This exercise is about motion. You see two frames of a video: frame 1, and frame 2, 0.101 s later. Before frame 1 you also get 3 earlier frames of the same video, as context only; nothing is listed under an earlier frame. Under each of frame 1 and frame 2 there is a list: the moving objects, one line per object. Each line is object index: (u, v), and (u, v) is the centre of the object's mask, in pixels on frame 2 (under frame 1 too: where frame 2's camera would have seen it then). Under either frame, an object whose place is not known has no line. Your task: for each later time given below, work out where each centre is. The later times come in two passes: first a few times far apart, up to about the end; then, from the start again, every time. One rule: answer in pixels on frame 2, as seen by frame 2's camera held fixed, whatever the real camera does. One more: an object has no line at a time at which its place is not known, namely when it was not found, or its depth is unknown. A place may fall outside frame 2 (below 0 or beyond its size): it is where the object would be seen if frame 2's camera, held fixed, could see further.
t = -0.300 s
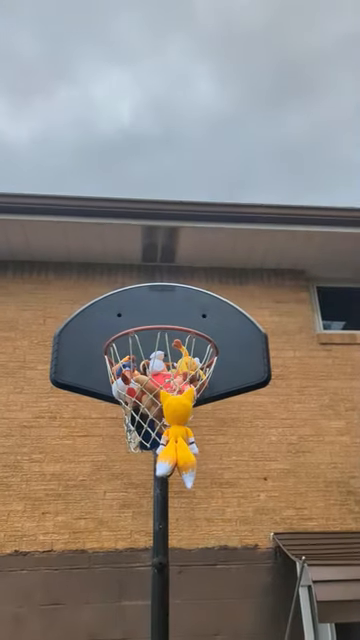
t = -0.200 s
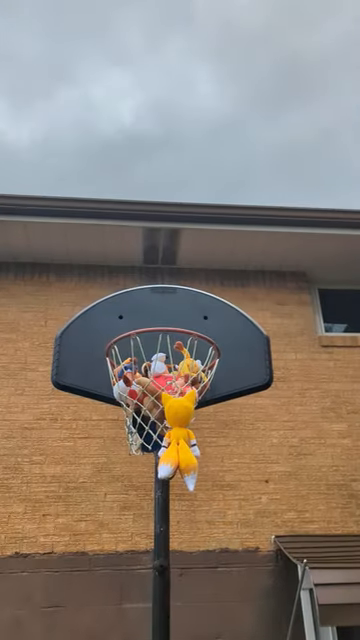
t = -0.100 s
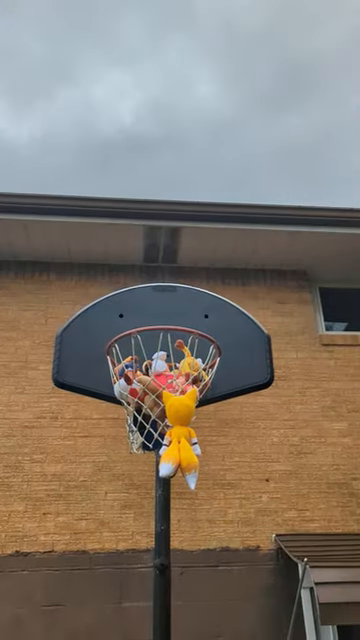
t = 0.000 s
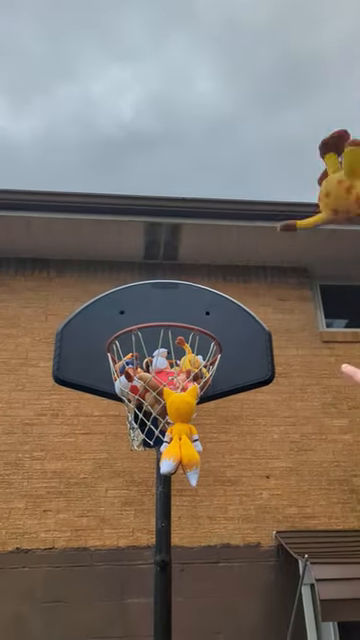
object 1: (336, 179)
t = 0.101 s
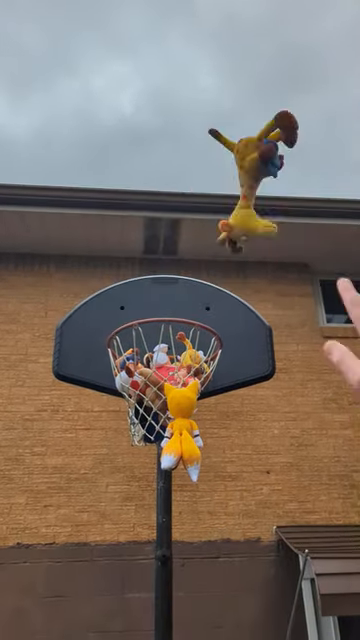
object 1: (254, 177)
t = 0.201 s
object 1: (199, 191)
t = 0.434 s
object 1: (143, 289)
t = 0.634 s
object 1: (132, 359)
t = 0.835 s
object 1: (112, 424)
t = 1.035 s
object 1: (98, 575)
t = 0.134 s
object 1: (233, 178)
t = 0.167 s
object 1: (216, 182)
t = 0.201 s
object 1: (199, 191)
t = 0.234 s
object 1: (186, 200)
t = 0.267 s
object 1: (178, 215)
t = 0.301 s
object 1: (169, 227)
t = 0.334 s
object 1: (161, 237)
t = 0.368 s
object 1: (155, 250)
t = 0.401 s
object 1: (148, 269)
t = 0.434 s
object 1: (143, 289)
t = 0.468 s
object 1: (136, 307)
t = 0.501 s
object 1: (130, 328)
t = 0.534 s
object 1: (126, 341)
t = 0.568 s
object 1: (126, 354)
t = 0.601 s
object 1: (127, 357)
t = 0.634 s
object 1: (132, 359)
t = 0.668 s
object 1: (121, 368)
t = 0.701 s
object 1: (117, 374)
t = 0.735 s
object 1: (115, 391)
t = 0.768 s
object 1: (115, 396)
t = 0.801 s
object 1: (114, 410)
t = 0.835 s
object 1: (112, 424)
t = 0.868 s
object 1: (112, 442)
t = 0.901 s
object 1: (110, 462)
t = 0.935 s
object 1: (107, 485)
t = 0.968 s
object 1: (105, 511)
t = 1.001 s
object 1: (101, 541)
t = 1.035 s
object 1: (98, 575)
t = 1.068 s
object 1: (95, 613)
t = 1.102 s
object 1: (92, 658)
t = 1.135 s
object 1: (96, 701)
